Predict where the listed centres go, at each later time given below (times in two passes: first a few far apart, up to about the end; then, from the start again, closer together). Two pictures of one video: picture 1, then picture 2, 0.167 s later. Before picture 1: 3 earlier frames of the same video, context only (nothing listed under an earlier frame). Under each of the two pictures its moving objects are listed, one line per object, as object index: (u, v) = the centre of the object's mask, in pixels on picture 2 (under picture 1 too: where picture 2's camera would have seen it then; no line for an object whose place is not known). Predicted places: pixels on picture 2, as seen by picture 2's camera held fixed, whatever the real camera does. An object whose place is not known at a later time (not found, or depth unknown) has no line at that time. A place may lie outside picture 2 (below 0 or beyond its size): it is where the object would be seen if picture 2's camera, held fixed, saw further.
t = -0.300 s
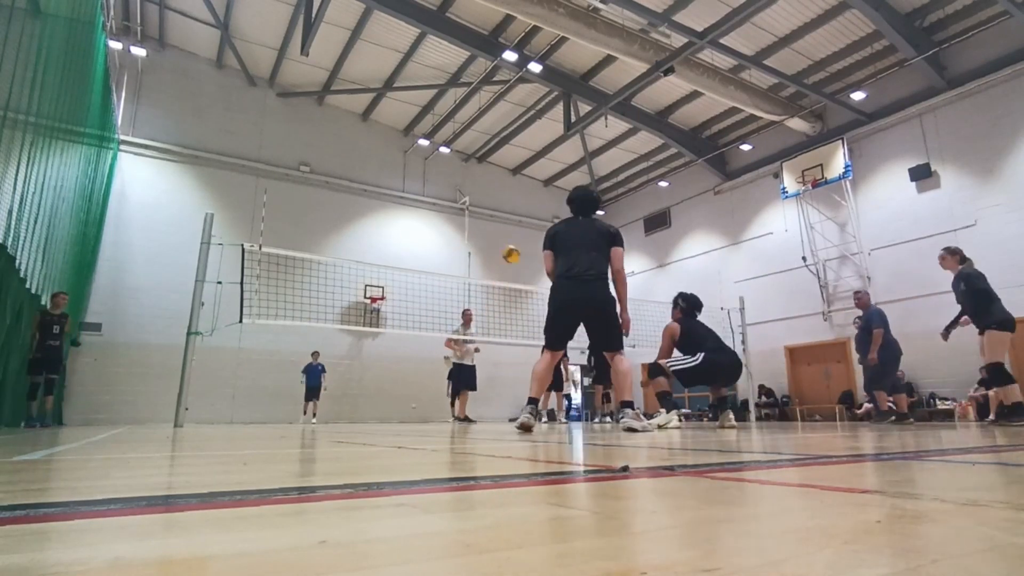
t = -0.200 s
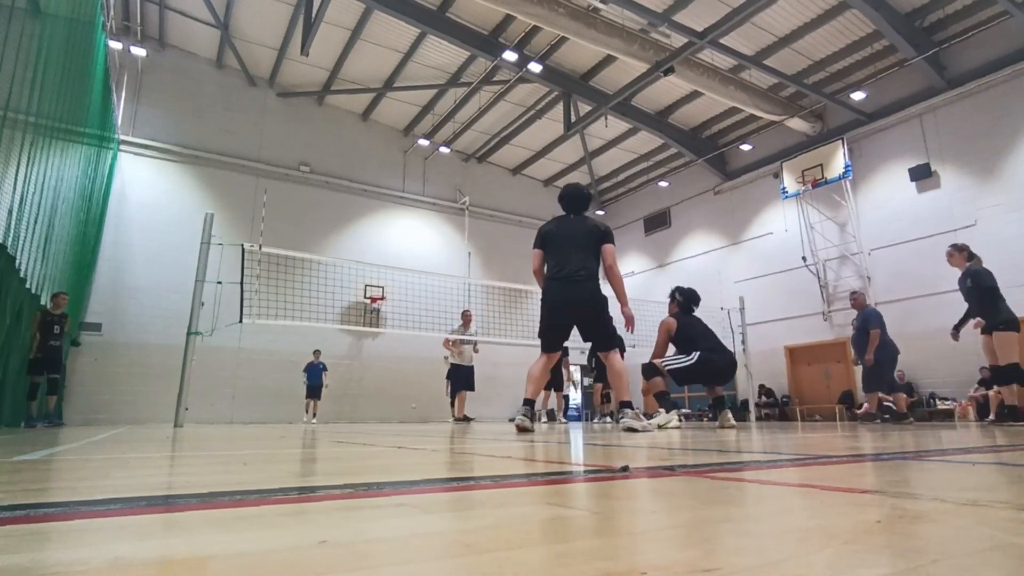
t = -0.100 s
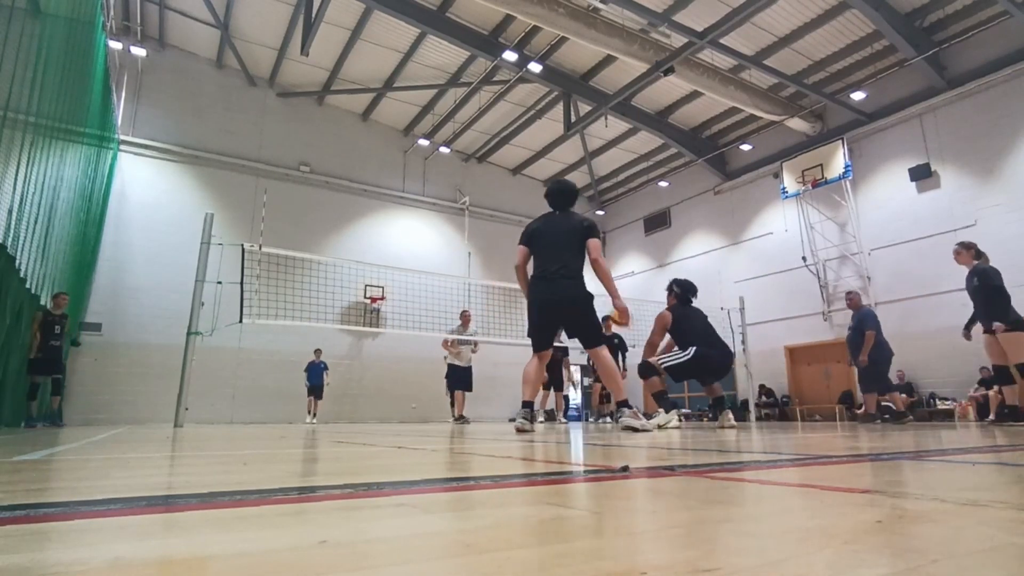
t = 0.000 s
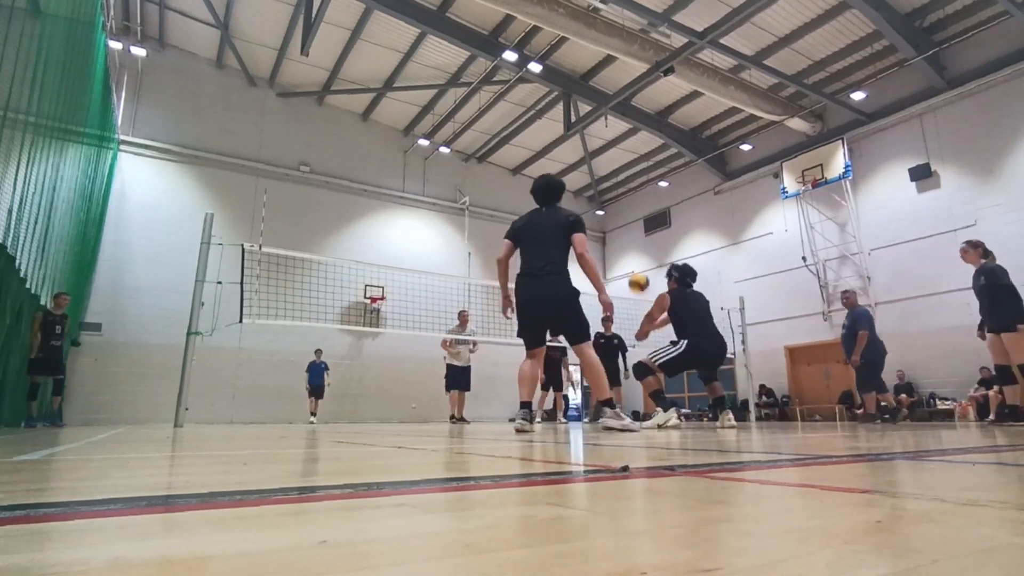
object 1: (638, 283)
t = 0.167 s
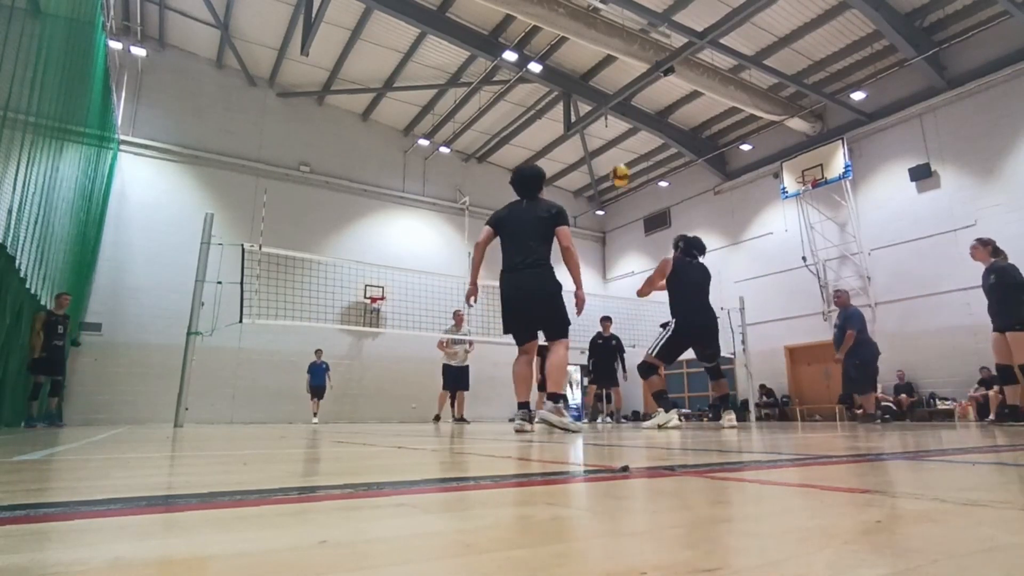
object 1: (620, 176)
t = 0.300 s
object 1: (608, 118)
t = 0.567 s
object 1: (591, 62)
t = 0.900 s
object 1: (578, 64)
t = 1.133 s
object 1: (570, 104)
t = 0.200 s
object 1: (617, 159)
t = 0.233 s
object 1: (613, 145)
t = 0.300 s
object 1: (608, 118)
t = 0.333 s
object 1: (606, 108)
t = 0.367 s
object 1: (604, 99)
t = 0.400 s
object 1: (601, 90)
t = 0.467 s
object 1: (597, 76)
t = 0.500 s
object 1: (594, 70)
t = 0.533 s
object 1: (593, 66)
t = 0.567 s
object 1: (591, 62)
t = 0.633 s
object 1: (589, 56)
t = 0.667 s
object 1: (587, 55)
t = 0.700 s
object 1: (585, 54)
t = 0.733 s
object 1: (584, 54)
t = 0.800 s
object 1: (581, 55)
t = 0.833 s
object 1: (580, 57)
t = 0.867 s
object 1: (579, 60)
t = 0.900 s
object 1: (578, 64)
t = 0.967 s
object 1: (575, 72)
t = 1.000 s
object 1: (575, 77)
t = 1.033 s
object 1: (573, 83)
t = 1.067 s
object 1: (572, 89)
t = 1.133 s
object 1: (570, 104)
